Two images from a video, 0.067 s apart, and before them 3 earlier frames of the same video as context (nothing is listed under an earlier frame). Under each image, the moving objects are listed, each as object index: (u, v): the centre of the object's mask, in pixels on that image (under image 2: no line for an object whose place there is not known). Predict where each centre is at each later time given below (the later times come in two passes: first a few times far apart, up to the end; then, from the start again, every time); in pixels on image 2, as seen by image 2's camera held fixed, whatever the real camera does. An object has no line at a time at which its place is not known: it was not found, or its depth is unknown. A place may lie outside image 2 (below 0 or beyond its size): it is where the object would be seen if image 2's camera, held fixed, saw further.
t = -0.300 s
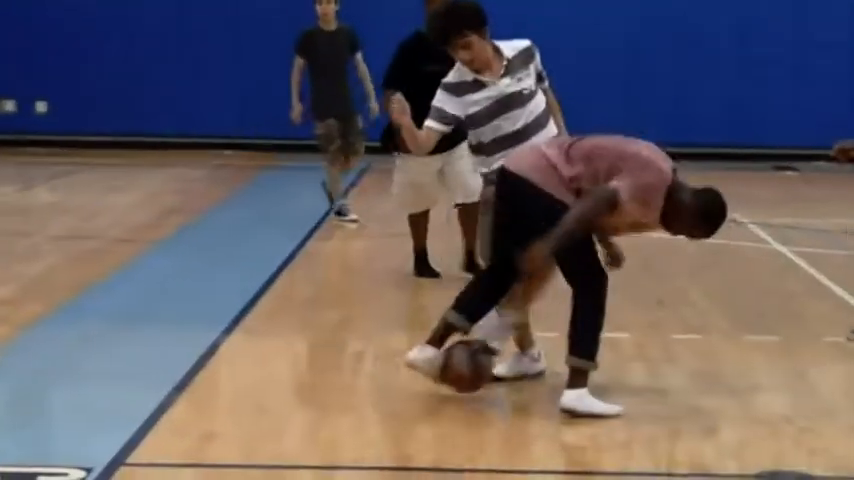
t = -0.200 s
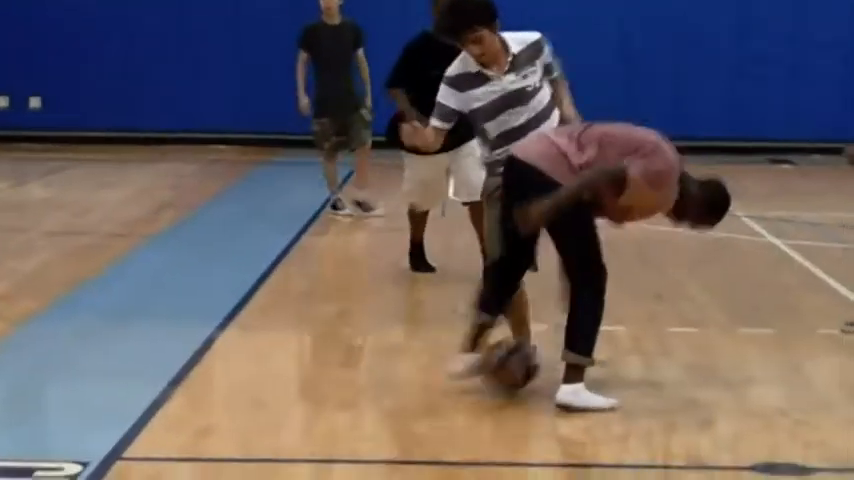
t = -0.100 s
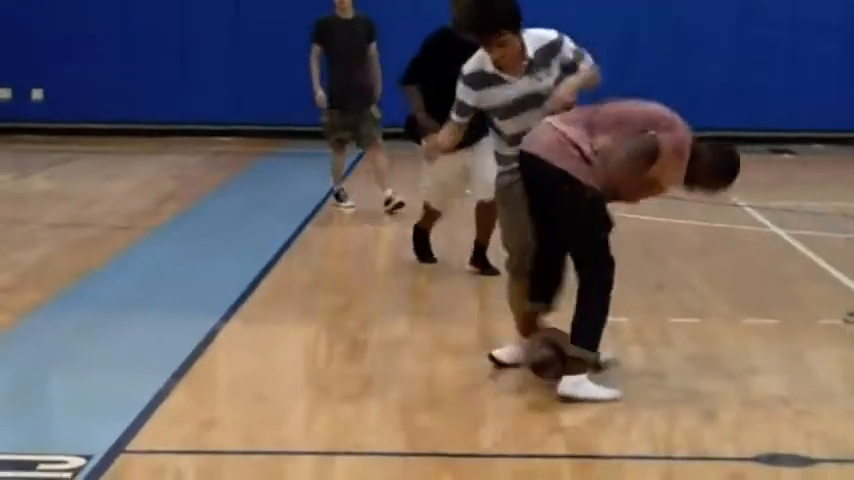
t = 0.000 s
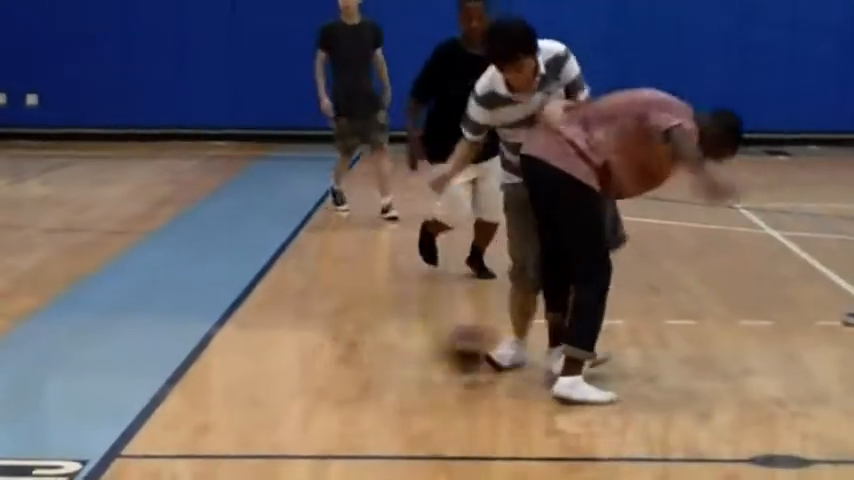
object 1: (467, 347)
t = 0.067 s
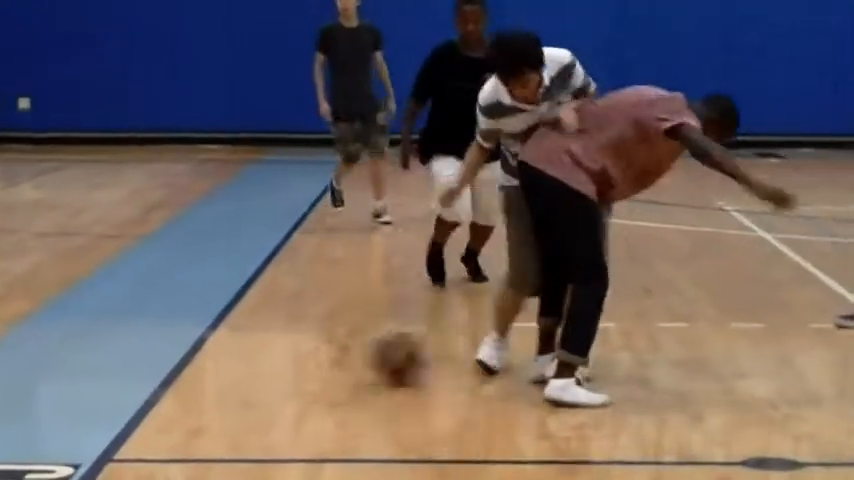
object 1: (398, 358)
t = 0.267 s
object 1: (278, 347)
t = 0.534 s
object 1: (163, 339)
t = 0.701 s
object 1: (99, 340)
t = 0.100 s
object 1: (375, 351)
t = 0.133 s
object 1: (353, 350)
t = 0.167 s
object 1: (332, 349)
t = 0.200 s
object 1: (314, 352)
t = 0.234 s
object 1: (294, 352)
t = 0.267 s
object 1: (278, 347)
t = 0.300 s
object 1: (264, 344)
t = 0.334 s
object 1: (248, 348)
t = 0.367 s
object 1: (234, 349)
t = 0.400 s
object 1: (216, 343)
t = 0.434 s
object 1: (199, 341)
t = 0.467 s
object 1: (188, 345)
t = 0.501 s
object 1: (173, 343)
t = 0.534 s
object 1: (163, 339)
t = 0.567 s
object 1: (149, 340)
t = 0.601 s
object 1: (136, 342)
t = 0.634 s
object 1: (121, 341)
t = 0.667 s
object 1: (109, 339)
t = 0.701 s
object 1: (99, 340)
